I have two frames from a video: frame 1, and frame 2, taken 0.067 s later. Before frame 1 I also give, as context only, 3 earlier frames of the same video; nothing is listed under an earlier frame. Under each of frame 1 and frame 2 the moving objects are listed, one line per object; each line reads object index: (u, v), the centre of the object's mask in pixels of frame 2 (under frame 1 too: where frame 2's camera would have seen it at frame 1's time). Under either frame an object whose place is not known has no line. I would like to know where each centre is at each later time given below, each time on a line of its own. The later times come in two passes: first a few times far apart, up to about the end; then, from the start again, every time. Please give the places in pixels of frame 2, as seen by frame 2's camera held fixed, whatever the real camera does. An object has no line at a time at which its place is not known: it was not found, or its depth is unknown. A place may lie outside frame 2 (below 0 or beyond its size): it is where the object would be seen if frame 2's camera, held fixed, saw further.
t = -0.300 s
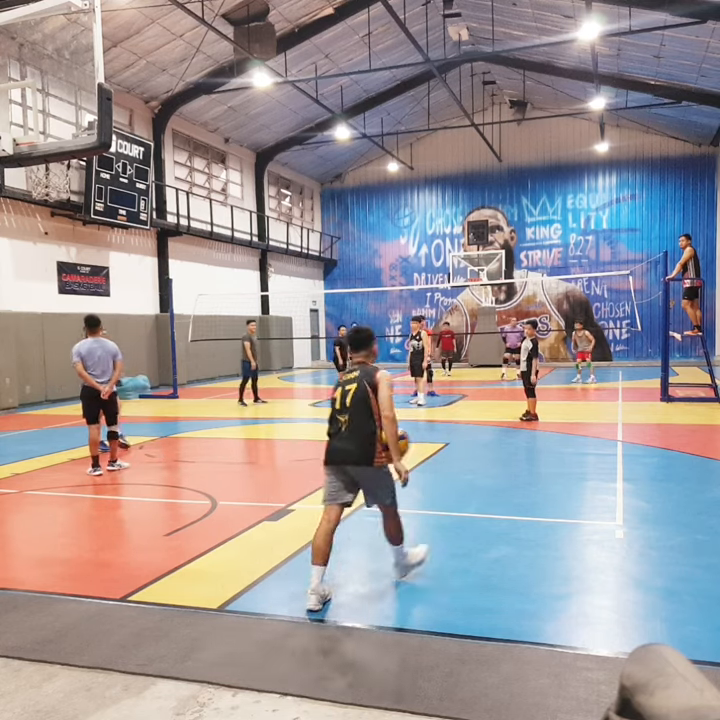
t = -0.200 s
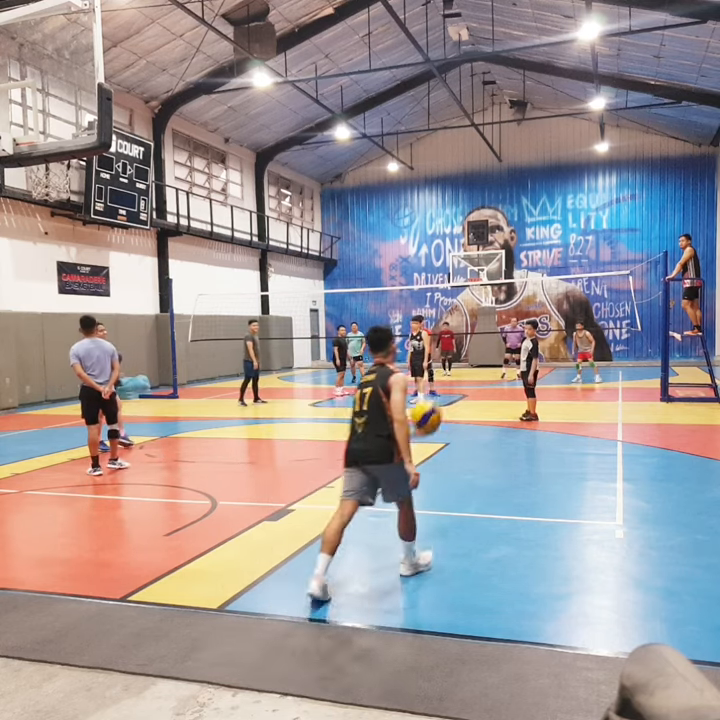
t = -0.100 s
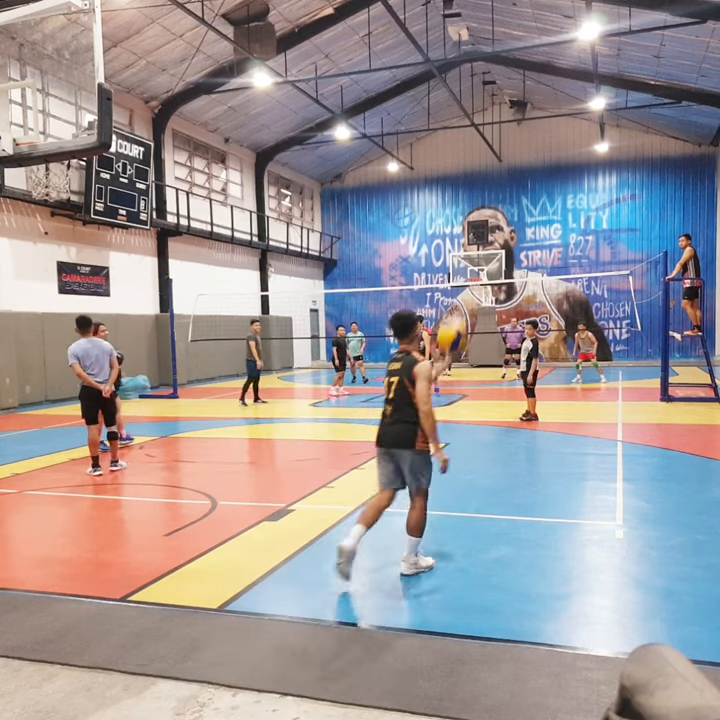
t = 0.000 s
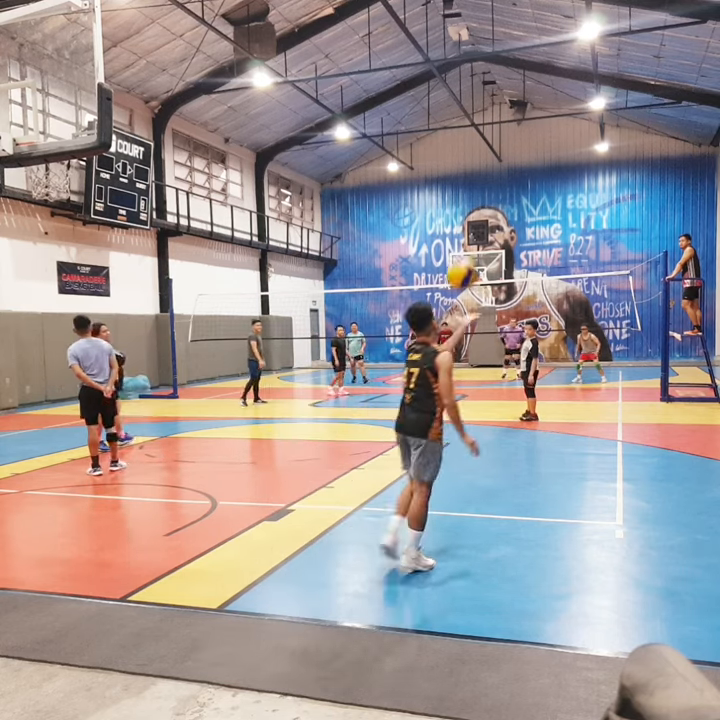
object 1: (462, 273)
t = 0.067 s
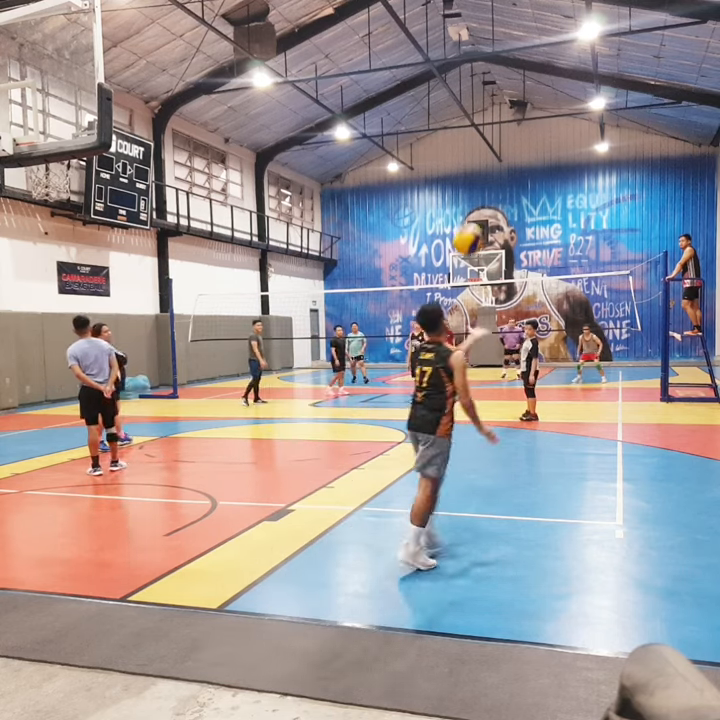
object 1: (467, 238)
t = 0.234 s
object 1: (482, 185)
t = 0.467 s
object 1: (503, 178)
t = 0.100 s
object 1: (469, 225)
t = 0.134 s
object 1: (473, 212)
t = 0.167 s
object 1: (477, 201)
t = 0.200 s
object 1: (480, 192)
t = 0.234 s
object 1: (482, 185)
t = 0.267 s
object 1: (485, 180)
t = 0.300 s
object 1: (488, 176)
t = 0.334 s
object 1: (491, 174)
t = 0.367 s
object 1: (494, 173)
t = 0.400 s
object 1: (497, 173)
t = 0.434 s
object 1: (500, 175)
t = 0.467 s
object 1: (503, 178)
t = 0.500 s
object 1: (506, 183)
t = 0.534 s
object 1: (509, 189)
